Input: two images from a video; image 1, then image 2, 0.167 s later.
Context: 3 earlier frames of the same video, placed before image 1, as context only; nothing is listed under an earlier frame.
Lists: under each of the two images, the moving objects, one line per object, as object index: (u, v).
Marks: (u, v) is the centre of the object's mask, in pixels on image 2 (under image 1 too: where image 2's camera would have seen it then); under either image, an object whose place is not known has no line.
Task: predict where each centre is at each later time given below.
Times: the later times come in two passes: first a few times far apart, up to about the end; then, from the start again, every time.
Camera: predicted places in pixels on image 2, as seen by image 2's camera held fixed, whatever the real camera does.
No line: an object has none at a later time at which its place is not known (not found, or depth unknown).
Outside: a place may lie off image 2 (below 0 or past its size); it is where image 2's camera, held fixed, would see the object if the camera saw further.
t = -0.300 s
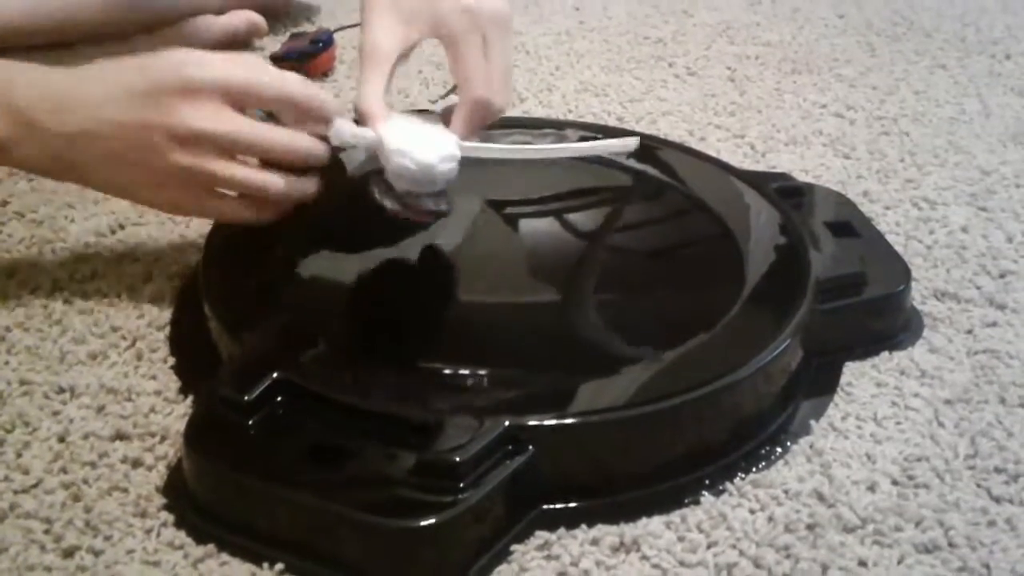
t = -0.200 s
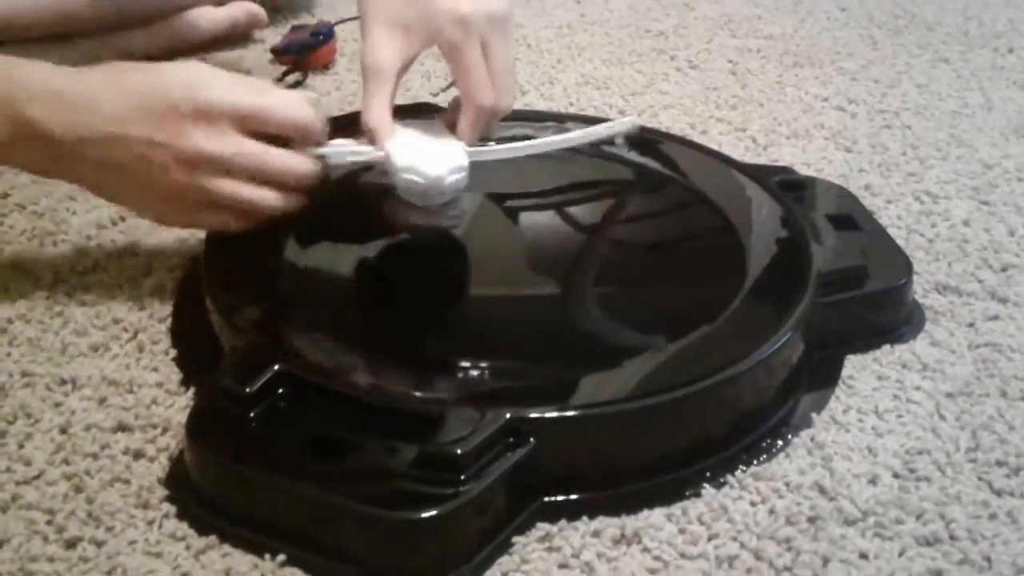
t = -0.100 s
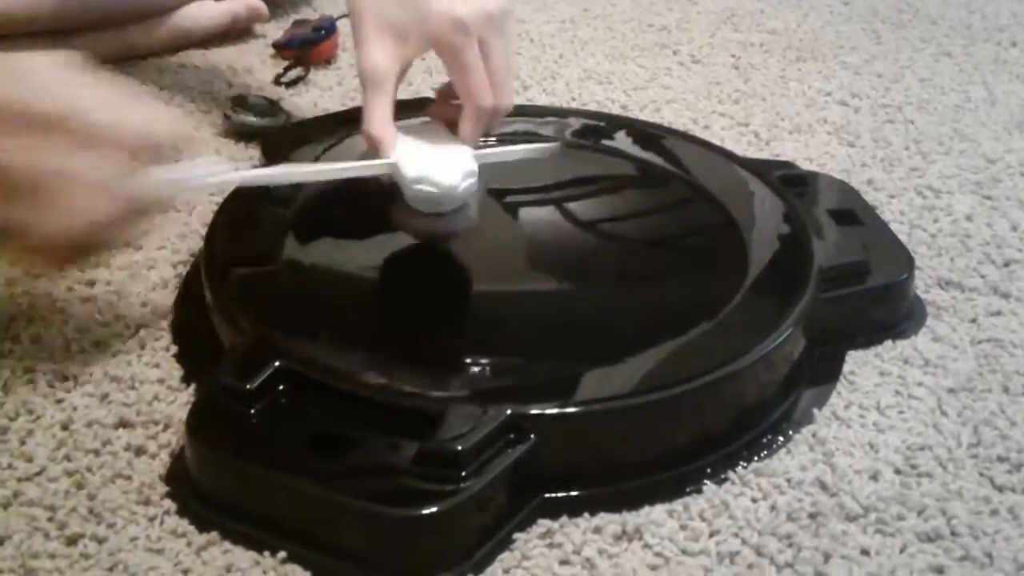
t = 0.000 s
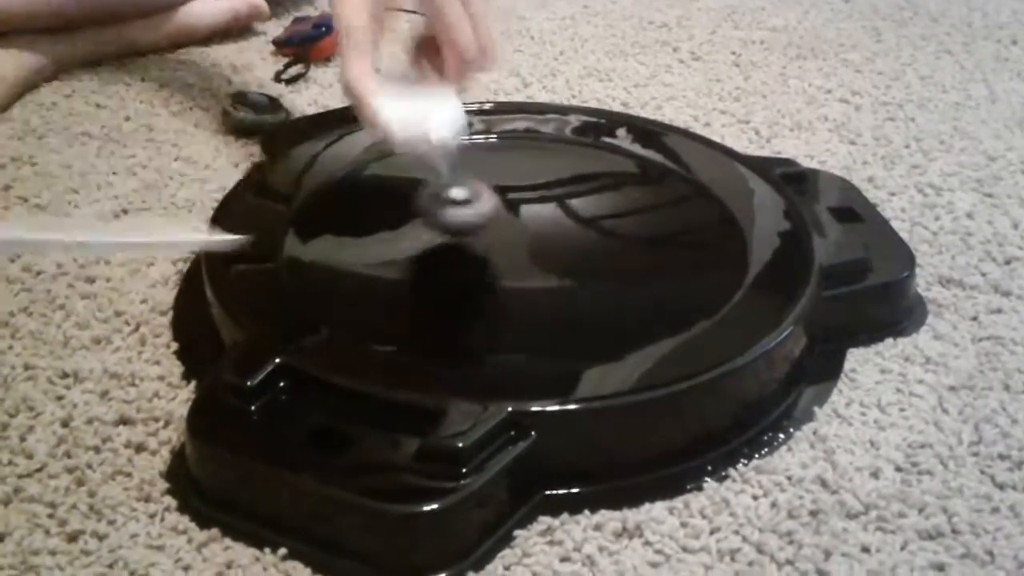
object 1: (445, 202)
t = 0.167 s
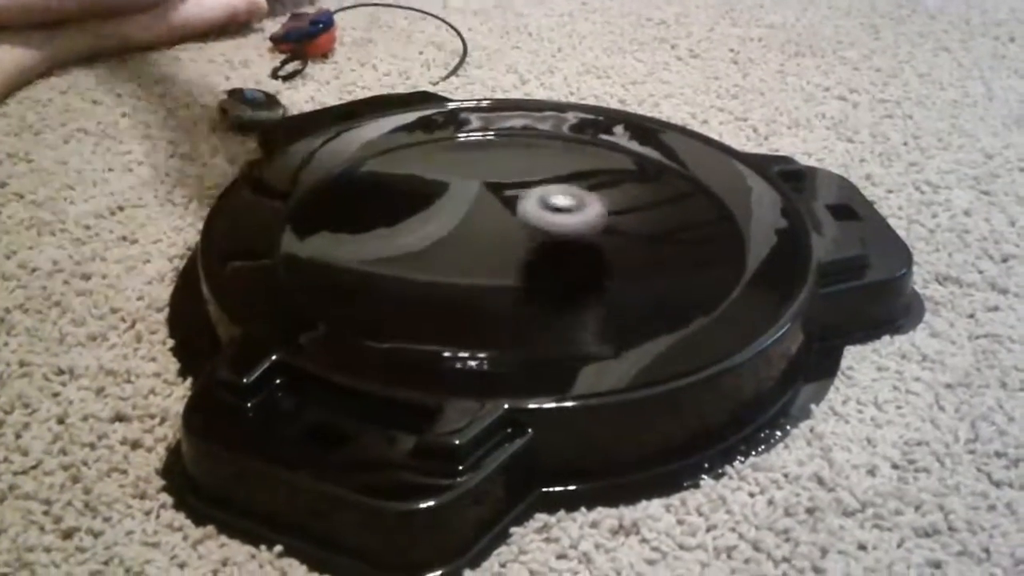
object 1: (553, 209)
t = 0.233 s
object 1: (585, 220)
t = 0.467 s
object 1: (568, 290)
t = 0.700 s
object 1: (354, 260)
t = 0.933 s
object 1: (414, 153)
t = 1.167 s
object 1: (629, 144)
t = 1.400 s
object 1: (712, 254)
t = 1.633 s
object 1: (388, 301)
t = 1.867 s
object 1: (308, 175)
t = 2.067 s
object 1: (454, 113)
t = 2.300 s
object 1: (661, 156)
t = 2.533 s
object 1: (632, 293)
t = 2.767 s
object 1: (343, 294)
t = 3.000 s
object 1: (302, 171)
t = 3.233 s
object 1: (511, 126)
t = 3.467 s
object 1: (699, 192)
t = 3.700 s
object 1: (619, 311)
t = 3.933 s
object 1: (336, 279)
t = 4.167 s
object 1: (350, 158)
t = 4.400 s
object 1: (547, 118)
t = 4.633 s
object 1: (713, 190)
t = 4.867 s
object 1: (521, 315)
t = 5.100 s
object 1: (294, 239)
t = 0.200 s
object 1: (572, 213)
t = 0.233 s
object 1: (585, 220)
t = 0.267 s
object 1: (597, 227)
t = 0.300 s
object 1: (608, 237)
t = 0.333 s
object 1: (610, 246)
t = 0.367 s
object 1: (610, 259)
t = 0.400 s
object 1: (600, 269)
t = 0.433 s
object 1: (587, 281)
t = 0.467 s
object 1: (568, 290)
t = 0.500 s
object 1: (538, 298)
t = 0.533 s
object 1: (505, 302)
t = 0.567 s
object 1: (469, 302)
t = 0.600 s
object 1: (432, 298)
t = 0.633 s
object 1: (398, 289)
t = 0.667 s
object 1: (374, 276)
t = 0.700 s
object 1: (354, 260)
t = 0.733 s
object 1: (341, 243)
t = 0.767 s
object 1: (335, 226)
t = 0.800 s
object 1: (341, 209)
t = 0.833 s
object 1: (350, 192)
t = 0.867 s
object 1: (367, 177)
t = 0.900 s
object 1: (389, 163)
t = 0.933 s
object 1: (414, 153)
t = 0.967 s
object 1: (445, 145)
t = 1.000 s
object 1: (477, 139)
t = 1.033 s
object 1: (509, 134)
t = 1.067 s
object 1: (540, 133)
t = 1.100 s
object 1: (571, 134)
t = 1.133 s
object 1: (601, 138)
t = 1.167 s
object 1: (629, 144)
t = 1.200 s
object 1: (657, 153)
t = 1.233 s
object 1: (681, 164)
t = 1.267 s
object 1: (701, 179)
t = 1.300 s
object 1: (716, 195)
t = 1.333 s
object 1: (727, 215)
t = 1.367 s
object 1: (725, 234)
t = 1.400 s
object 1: (712, 254)
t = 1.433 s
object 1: (658, 292)
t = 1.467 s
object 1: (619, 306)
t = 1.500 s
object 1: (573, 316)
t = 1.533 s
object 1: (525, 320)
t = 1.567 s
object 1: (479, 317)
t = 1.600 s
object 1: (427, 312)
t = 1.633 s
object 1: (388, 301)
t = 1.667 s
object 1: (352, 285)
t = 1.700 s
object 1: (327, 267)
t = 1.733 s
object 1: (308, 248)
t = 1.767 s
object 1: (298, 228)
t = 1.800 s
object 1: (297, 210)
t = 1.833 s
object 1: (303, 191)
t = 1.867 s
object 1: (308, 175)
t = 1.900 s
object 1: (326, 159)
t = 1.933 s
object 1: (343, 143)
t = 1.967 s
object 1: (367, 131)
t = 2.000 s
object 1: (393, 121)
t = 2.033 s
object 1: (422, 115)
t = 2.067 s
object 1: (454, 113)
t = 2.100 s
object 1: (485, 114)
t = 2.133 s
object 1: (518, 113)
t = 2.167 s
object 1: (550, 116)
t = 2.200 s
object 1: (582, 123)
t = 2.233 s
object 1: (611, 131)
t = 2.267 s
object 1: (637, 143)
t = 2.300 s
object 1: (661, 156)
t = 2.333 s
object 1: (680, 173)
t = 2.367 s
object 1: (691, 194)
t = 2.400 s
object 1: (697, 214)
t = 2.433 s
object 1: (697, 235)
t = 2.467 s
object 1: (684, 257)
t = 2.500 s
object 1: (661, 276)
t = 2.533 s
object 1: (632, 293)
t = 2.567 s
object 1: (597, 307)
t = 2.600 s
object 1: (559, 317)
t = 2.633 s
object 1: (512, 321)
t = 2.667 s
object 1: (467, 321)
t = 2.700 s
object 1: (422, 317)
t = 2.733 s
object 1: (381, 307)
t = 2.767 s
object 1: (343, 294)
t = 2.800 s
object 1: (317, 279)
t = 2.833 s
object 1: (297, 261)
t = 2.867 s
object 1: (283, 242)
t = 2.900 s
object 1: (279, 223)
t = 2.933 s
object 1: (278, 204)
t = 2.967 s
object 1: (287, 187)
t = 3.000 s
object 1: (302, 171)
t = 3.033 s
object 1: (322, 157)
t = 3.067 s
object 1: (346, 146)
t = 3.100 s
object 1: (380, 138)
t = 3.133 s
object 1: (413, 132)
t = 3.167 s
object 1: (443, 128)
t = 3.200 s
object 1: (477, 127)
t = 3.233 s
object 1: (511, 126)
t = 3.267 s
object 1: (550, 131)
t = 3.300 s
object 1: (577, 135)
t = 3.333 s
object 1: (607, 143)
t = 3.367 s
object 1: (634, 152)
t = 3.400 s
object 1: (660, 164)
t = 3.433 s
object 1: (682, 177)
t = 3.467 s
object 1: (699, 192)
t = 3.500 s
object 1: (710, 209)
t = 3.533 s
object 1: (719, 226)
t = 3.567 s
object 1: (716, 245)
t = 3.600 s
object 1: (707, 263)
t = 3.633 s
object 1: (685, 281)
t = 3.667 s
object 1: (654, 297)
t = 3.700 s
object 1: (619, 311)
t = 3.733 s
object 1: (573, 321)
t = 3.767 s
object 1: (527, 325)
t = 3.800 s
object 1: (484, 325)
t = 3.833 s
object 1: (438, 319)
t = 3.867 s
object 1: (396, 309)
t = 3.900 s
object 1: (361, 295)
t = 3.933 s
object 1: (336, 279)
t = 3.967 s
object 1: (320, 261)
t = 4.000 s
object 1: (311, 242)
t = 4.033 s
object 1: (308, 223)
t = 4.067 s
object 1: (311, 205)
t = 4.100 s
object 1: (320, 188)
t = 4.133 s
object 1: (334, 172)
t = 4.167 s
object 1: (350, 158)
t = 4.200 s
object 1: (379, 146)
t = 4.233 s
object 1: (404, 138)
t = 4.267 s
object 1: (434, 129)
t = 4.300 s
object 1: (457, 123)
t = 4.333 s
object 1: (485, 119)
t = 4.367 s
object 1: (517, 118)
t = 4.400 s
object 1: (547, 118)
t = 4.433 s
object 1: (582, 121)
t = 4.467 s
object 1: (606, 127)
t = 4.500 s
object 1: (634, 135)
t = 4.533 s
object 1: (659, 144)
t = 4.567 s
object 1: (680, 157)
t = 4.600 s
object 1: (697, 172)
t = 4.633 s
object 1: (713, 190)
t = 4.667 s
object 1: (716, 211)
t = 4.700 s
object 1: (709, 230)
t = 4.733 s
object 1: (696, 250)
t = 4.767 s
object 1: (644, 288)
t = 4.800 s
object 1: (607, 301)
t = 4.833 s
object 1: (567, 311)
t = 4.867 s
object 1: (521, 315)
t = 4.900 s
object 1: (475, 315)
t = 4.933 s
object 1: (432, 310)
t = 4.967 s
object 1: (391, 301)
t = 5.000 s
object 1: (355, 288)
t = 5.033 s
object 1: (330, 273)
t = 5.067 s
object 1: (308, 257)
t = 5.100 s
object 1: (294, 239)
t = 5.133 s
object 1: (287, 222)
